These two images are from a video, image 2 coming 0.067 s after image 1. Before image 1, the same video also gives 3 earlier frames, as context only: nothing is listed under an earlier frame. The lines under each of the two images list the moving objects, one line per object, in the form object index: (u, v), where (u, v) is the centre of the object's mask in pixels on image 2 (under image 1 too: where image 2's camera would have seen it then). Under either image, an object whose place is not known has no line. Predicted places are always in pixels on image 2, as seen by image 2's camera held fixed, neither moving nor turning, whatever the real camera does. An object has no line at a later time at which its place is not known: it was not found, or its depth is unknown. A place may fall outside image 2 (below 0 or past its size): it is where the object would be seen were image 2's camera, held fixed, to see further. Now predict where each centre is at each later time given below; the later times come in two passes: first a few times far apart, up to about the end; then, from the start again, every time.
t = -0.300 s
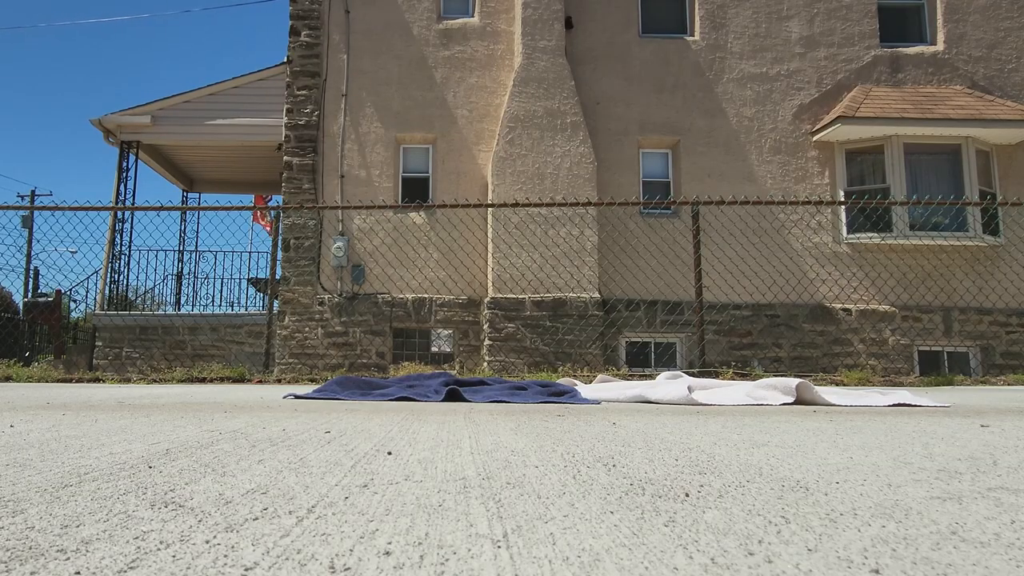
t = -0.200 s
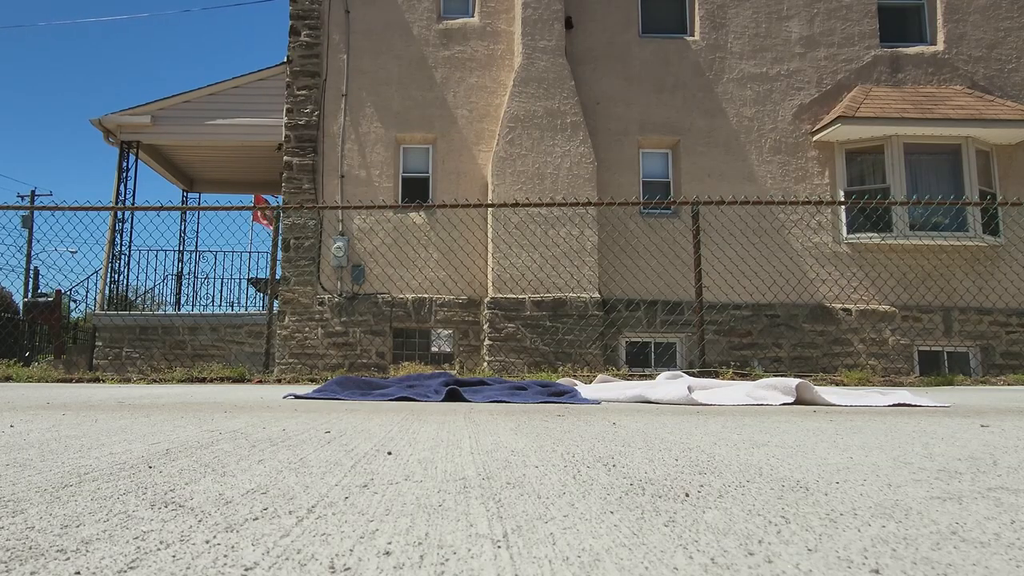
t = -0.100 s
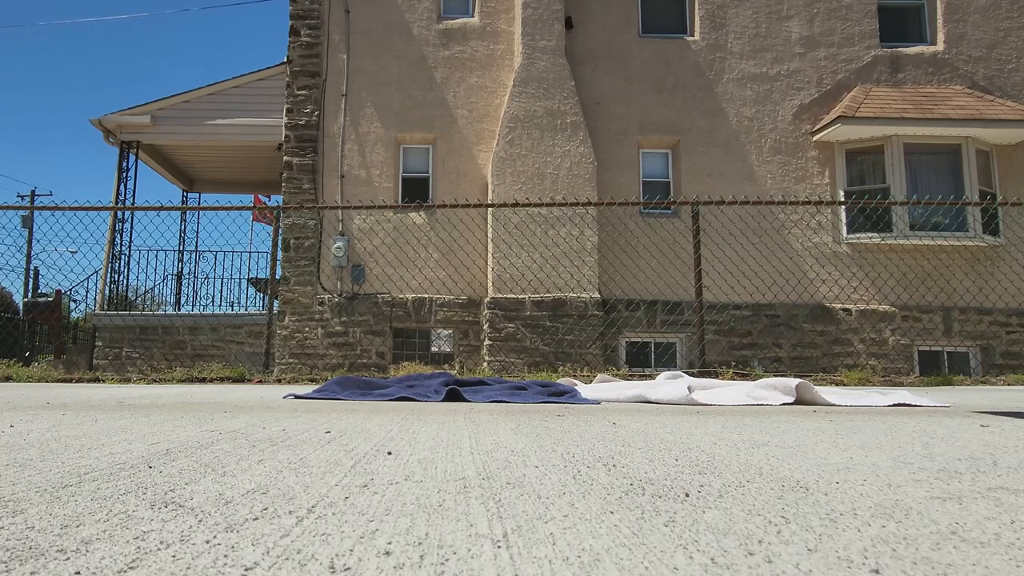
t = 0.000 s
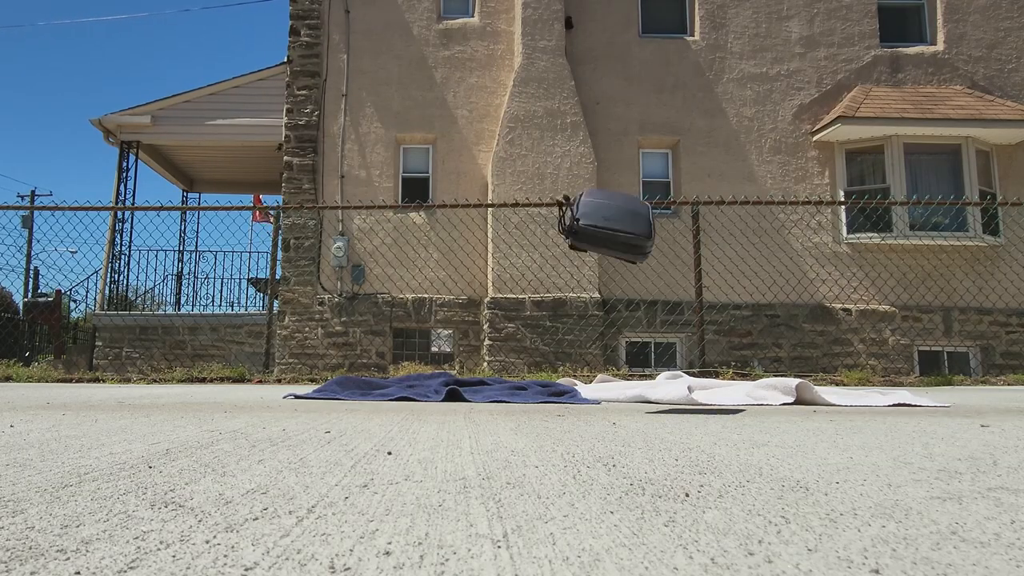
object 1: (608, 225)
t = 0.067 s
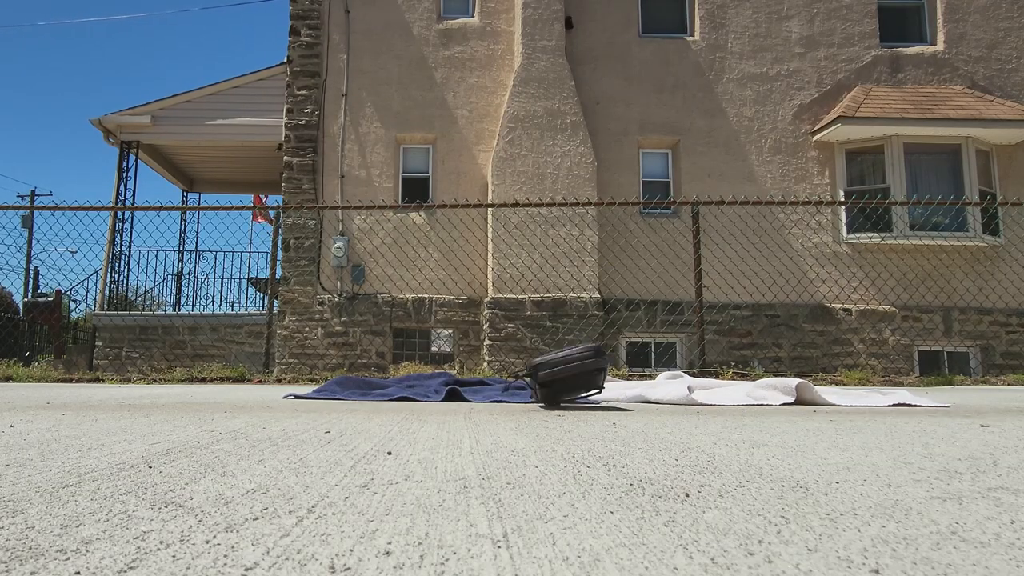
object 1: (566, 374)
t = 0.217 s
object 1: (518, 292)
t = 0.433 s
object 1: (458, 341)
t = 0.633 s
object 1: (431, 347)
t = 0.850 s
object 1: (397, 361)
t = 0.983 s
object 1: (399, 364)
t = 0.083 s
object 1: (562, 357)
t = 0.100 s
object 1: (556, 343)
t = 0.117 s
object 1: (551, 331)
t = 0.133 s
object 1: (545, 321)
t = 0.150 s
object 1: (540, 312)
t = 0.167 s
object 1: (535, 305)
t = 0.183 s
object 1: (530, 299)
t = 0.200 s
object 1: (524, 295)
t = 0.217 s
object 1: (518, 292)
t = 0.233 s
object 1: (513, 290)
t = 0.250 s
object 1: (509, 290)
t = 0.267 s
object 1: (504, 292)
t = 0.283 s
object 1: (498, 295)
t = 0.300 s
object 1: (493, 299)
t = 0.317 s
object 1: (488, 304)
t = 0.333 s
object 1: (483, 310)
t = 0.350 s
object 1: (478, 317)
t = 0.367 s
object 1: (473, 324)
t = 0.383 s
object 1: (467, 336)
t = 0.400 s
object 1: (463, 342)
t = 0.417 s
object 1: (459, 347)
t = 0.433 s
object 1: (458, 341)
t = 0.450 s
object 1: (454, 342)
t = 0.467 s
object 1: (453, 341)
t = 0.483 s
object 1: (452, 338)
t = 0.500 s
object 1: (450, 339)
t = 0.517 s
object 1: (448, 340)
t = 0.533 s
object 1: (446, 342)
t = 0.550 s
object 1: (443, 344)
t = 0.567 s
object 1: (441, 344)
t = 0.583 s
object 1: (439, 344)
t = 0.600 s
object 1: (436, 346)
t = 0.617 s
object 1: (434, 347)
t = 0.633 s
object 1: (431, 347)
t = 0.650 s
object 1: (429, 348)
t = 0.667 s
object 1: (426, 349)
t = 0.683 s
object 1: (423, 351)
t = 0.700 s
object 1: (419, 352)
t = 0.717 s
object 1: (416, 354)
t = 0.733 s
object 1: (413, 356)
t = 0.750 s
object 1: (410, 358)
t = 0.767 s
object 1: (406, 362)
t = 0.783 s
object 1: (404, 364)
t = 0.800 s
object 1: (401, 364)
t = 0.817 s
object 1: (399, 363)
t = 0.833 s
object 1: (398, 362)
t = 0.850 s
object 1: (397, 361)
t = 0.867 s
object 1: (396, 362)
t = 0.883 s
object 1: (396, 362)
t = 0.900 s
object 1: (396, 362)
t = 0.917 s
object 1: (397, 363)
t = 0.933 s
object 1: (398, 363)
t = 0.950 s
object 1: (398, 364)
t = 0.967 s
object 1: (399, 364)
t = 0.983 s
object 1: (399, 364)
